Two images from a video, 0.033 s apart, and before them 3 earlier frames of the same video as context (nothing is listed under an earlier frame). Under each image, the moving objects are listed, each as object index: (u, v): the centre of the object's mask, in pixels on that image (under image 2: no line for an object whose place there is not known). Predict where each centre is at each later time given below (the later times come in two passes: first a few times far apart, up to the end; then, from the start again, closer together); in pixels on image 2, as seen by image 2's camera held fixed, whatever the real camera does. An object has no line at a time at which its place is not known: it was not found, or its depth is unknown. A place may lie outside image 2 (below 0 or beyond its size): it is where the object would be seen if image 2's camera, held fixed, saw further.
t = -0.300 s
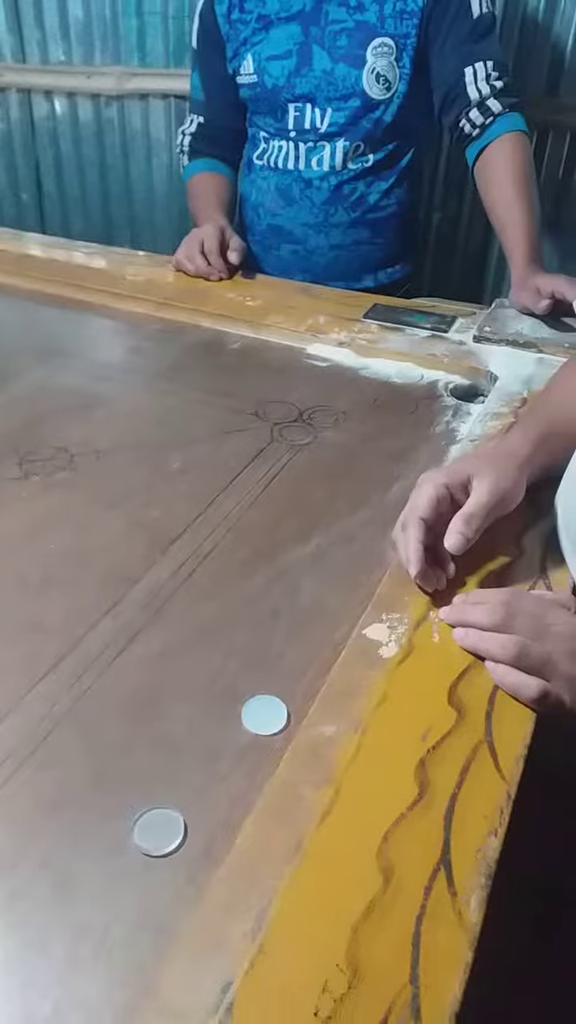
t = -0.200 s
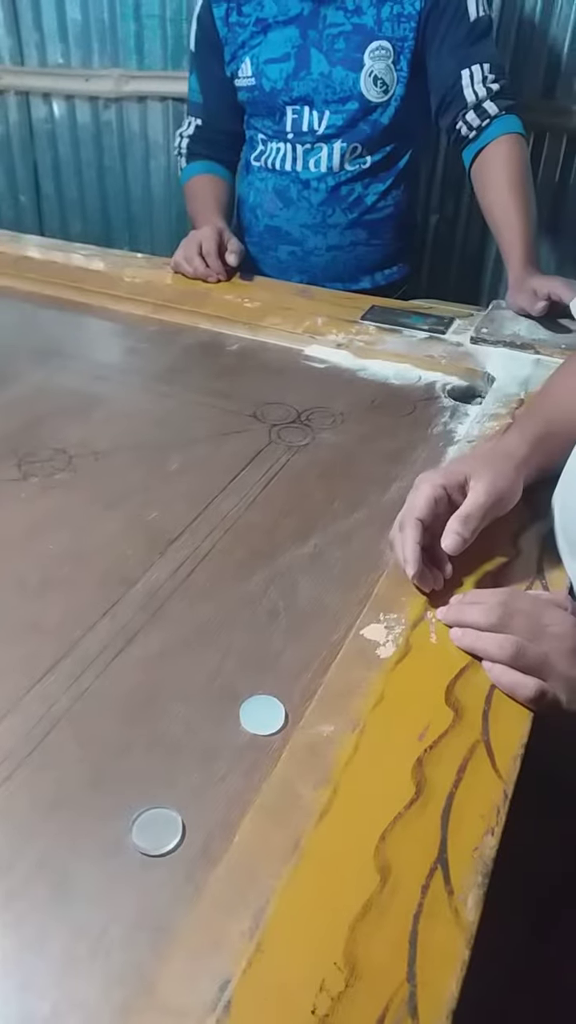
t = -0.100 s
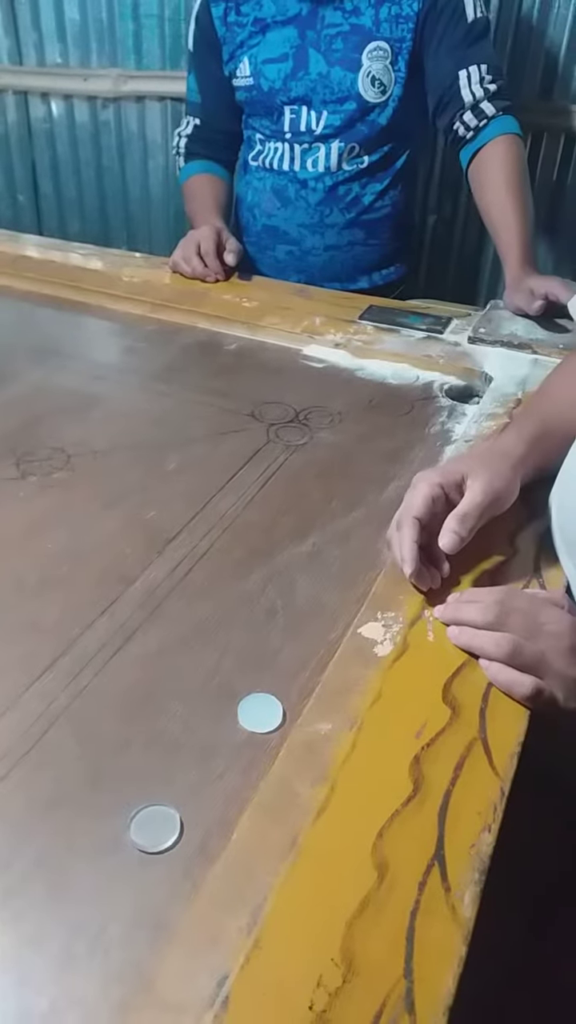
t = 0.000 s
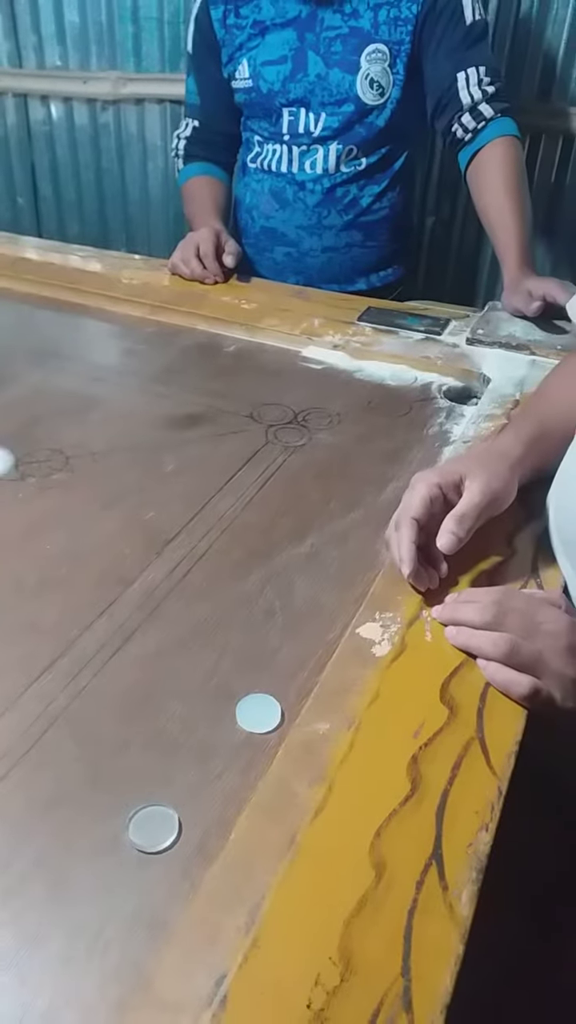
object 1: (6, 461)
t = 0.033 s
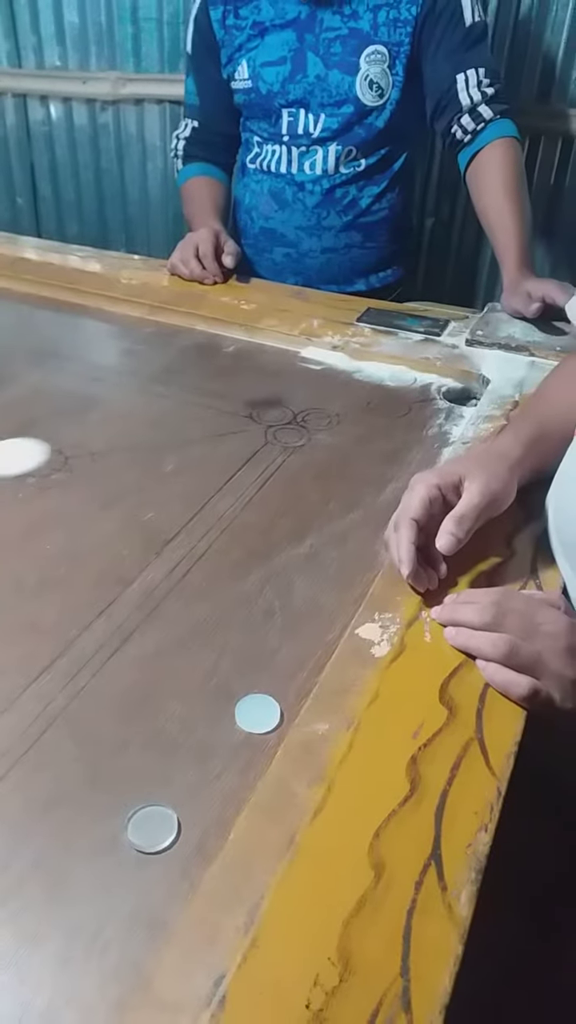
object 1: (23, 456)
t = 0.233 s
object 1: (190, 421)
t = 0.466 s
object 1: (298, 400)
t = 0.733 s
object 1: (331, 394)
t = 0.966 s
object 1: (330, 394)
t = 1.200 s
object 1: (330, 394)
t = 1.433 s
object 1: (330, 394)
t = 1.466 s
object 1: (330, 394)
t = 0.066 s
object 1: (47, 450)
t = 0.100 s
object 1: (81, 443)
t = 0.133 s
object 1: (113, 436)
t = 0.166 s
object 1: (141, 430)
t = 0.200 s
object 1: (167, 425)
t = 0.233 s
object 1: (190, 421)
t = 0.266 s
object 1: (212, 417)
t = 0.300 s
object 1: (230, 413)
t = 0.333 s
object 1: (247, 410)
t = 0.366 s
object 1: (263, 407)
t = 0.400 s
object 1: (276, 405)
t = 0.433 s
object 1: (288, 403)
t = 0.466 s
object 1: (298, 400)
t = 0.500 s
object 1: (307, 398)
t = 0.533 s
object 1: (314, 397)
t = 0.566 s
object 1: (321, 396)
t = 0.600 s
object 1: (325, 395)
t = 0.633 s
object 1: (328, 394)
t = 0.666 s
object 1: (330, 394)
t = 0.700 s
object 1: (331, 394)
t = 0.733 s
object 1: (331, 394)
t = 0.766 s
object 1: (330, 394)
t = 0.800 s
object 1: (331, 394)
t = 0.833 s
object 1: (331, 394)
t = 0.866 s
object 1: (331, 394)
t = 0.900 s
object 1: (331, 394)
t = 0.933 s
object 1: (331, 394)
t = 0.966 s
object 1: (330, 394)
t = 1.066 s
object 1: (330, 394)
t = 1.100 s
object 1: (331, 394)
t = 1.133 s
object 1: (330, 394)
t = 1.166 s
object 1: (330, 394)
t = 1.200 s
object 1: (330, 394)
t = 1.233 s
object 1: (330, 394)
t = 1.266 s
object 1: (330, 394)
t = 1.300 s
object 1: (330, 394)
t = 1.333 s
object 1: (330, 394)
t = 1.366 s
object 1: (330, 394)
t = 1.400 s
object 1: (330, 394)
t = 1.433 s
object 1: (330, 394)
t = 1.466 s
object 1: (330, 394)
